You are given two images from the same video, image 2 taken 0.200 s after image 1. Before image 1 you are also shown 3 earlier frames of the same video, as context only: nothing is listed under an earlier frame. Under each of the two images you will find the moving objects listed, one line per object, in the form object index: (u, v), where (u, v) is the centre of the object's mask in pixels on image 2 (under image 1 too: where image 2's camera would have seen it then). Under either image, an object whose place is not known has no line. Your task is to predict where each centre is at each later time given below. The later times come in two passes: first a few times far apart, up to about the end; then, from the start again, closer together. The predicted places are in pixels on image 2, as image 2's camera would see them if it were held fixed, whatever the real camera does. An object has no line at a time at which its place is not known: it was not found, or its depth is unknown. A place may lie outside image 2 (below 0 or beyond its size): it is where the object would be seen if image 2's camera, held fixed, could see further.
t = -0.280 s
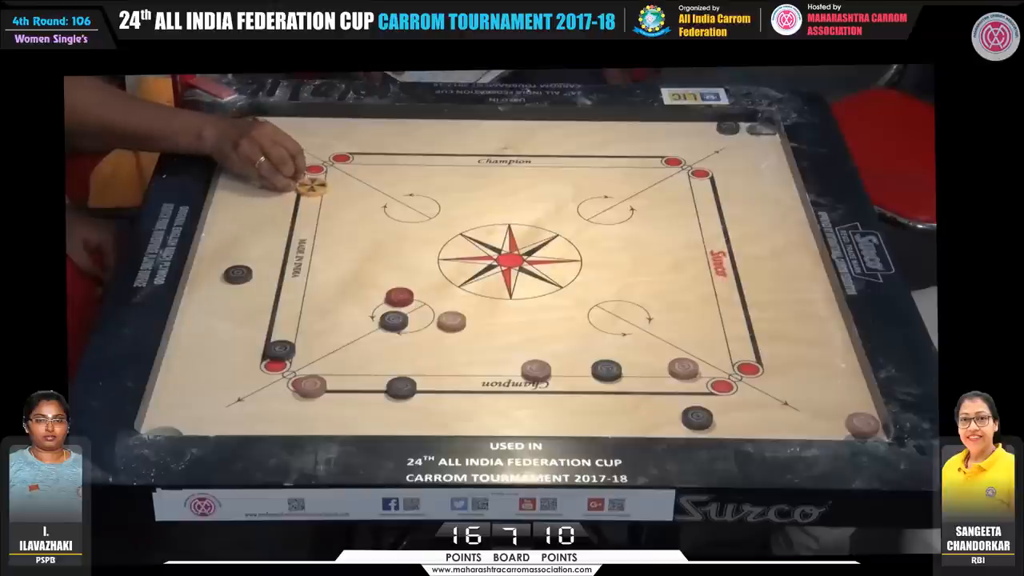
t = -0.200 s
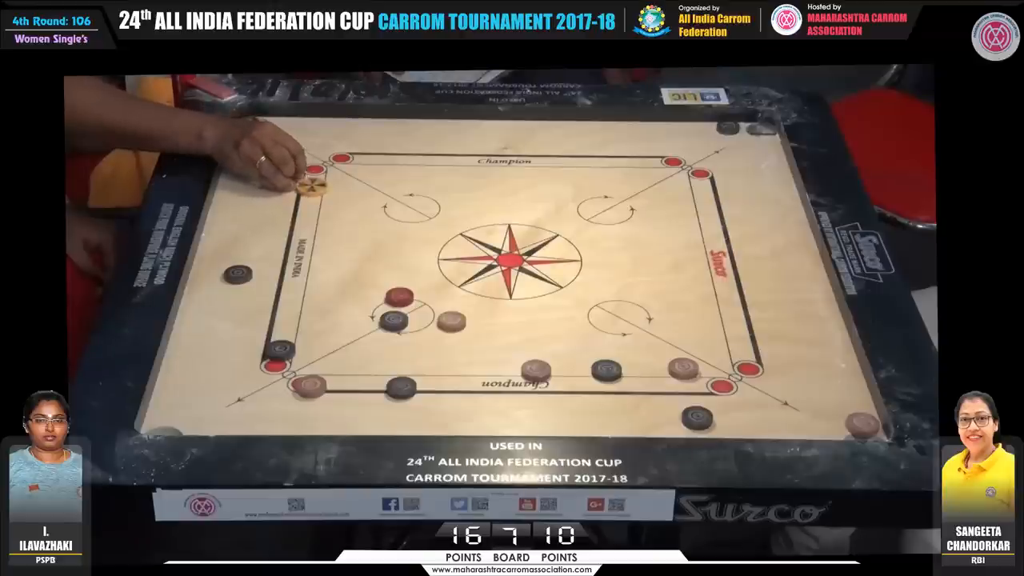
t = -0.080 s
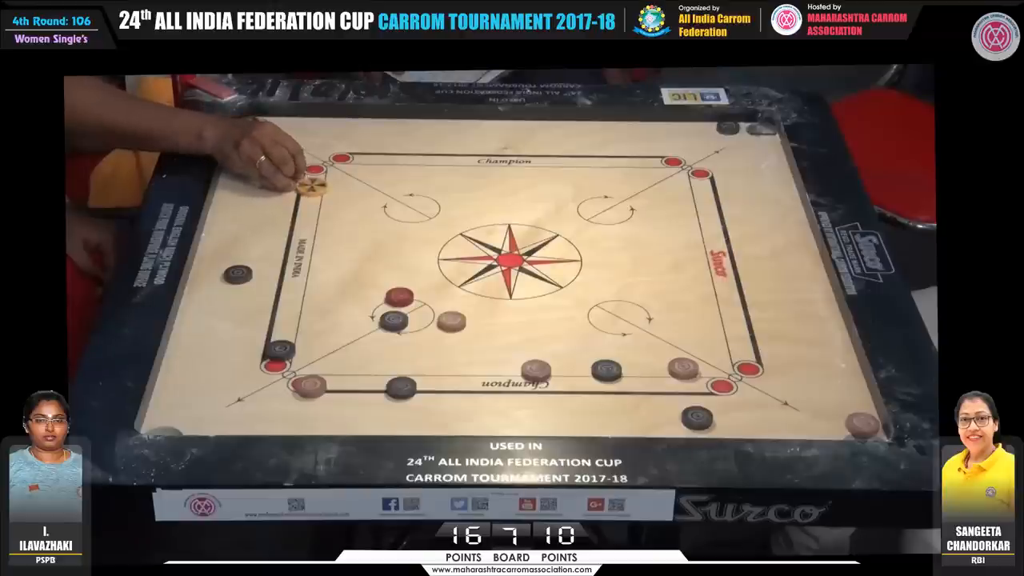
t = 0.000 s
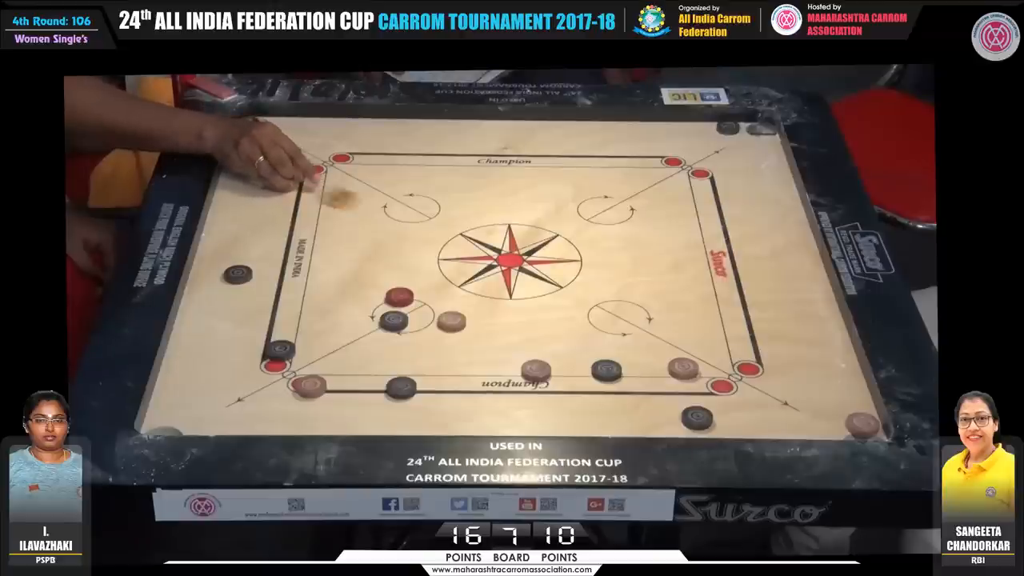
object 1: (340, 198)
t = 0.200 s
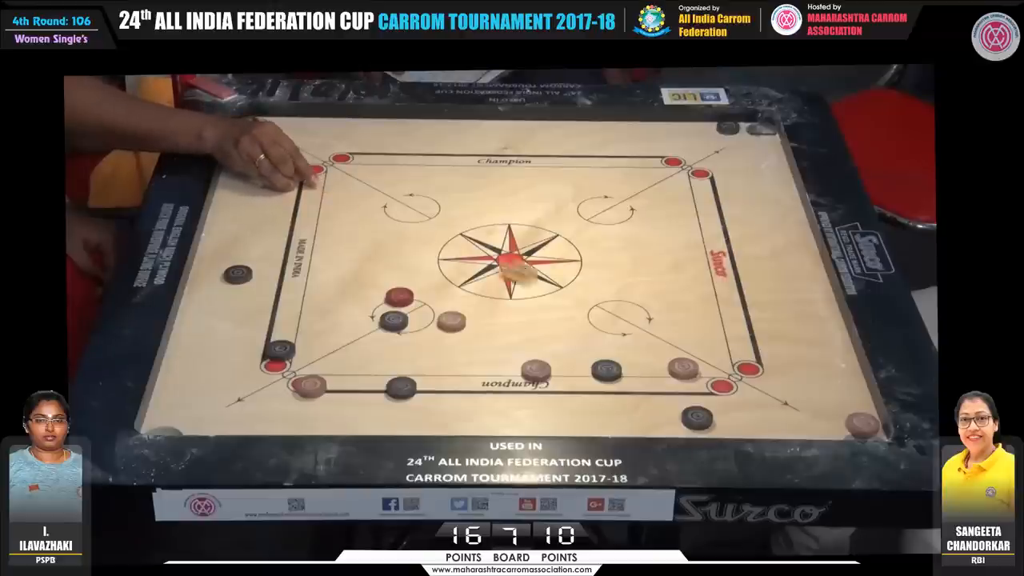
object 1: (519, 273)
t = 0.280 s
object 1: (586, 301)
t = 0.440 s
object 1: (718, 354)
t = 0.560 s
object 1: (810, 392)
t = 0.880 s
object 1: (806, 412)
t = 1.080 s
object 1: (805, 413)
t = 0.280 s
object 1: (586, 301)
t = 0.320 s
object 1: (620, 314)
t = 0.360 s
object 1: (653, 328)
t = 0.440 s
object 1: (718, 354)
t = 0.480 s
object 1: (750, 368)
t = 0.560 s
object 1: (810, 392)
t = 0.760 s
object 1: (820, 411)
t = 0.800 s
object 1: (814, 412)
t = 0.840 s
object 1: (810, 412)
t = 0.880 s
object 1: (806, 412)
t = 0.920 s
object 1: (805, 412)
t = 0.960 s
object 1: (806, 412)
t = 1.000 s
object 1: (805, 412)
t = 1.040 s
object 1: (805, 412)
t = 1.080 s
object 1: (805, 413)
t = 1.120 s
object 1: (805, 413)
